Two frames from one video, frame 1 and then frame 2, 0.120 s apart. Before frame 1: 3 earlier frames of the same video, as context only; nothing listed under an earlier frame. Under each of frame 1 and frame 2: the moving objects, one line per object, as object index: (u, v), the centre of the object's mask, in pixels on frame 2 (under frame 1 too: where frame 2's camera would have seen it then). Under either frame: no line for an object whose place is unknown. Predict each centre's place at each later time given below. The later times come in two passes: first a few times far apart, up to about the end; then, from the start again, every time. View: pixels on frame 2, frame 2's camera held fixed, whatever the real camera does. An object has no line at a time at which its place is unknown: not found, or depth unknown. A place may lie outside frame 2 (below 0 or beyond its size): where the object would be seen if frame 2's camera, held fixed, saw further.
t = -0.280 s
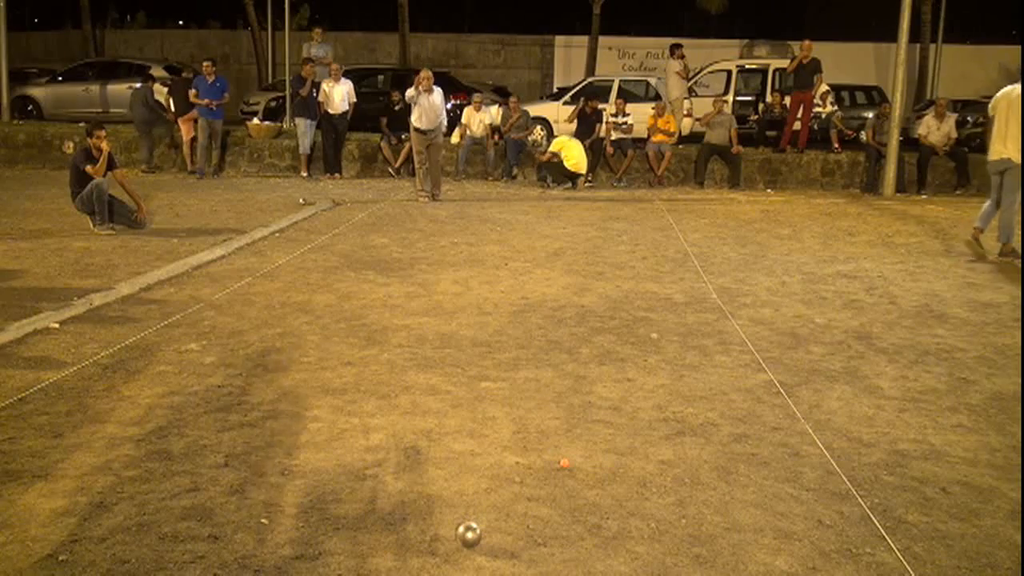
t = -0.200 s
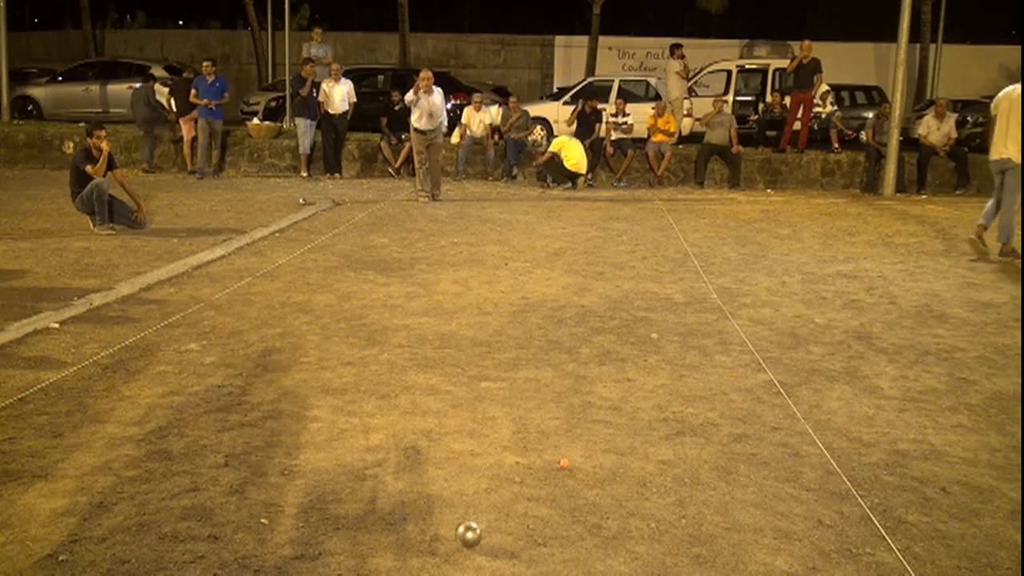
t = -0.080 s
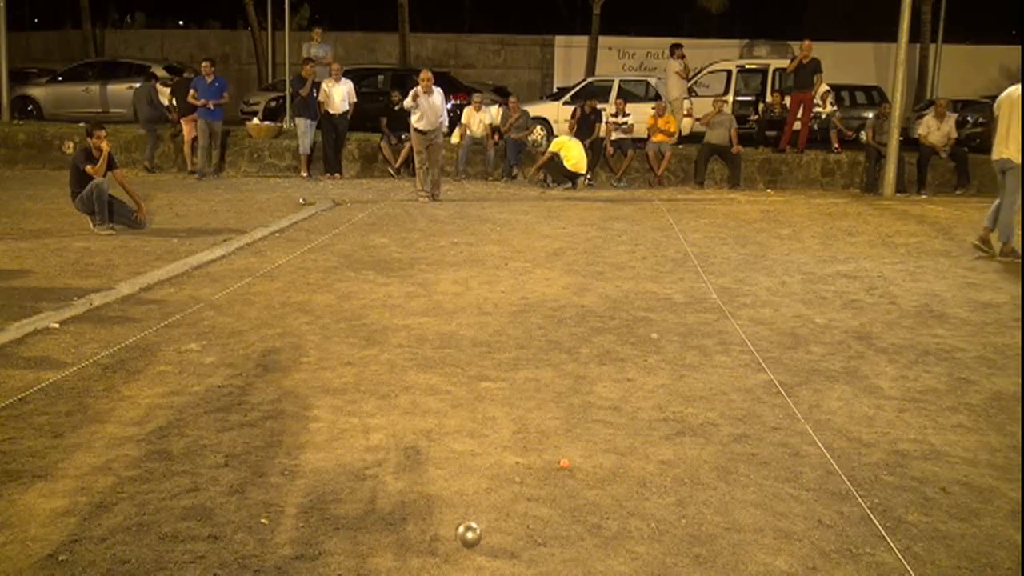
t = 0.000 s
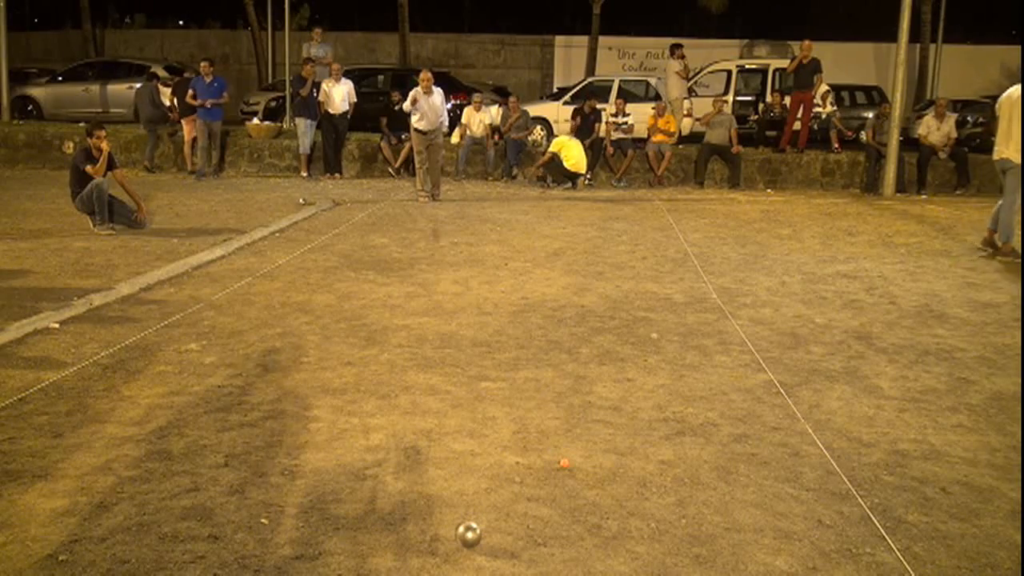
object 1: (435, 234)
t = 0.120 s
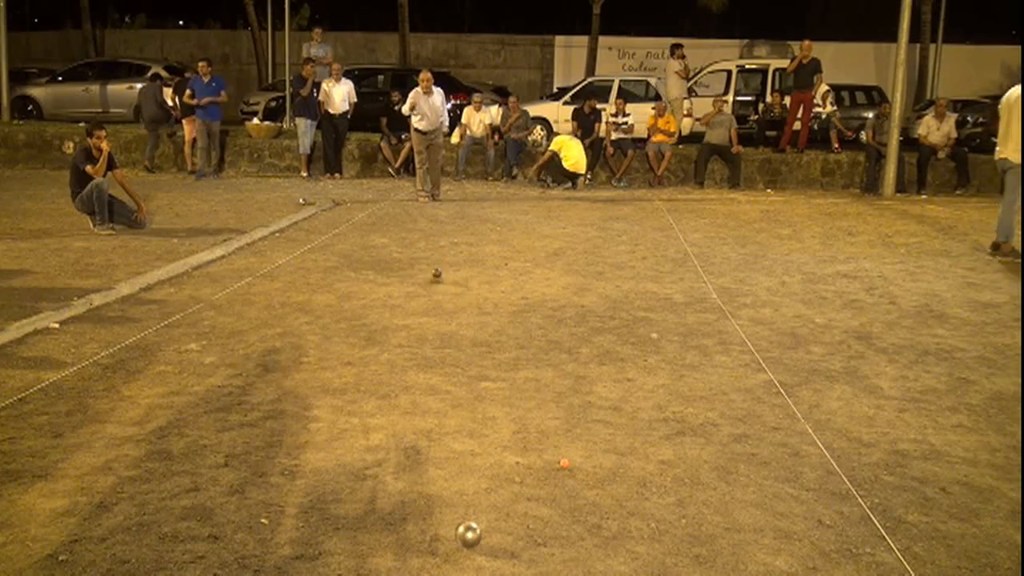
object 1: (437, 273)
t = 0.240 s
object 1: (438, 283)
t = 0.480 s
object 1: (438, 298)
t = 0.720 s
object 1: (435, 308)
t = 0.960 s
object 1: (428, 322)
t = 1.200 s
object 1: (420, 335)
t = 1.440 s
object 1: (414, 344)
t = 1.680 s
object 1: (412, 355)
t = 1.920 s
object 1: (409, 361)
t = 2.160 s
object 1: (403, 367)
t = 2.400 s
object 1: (399, 370)
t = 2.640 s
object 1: (395, 374)
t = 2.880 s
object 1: (394, 377)
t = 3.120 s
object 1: (394, 378)
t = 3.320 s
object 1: (394, 379)
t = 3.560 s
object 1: (394, 379)
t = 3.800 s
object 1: (394, 379)
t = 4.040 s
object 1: (394, 379)
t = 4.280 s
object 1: (394, 379)
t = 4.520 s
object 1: (394, 379)
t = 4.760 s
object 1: (394, 379)
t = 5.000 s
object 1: (394, 379)
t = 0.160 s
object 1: (437, 273)
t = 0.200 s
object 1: (437, 277)
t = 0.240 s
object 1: (438, 283)
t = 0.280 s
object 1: (438, 288)
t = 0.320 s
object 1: (438, 288)
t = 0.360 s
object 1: (438, 291)
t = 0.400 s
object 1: (438, 293)
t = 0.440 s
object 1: (438, 296)
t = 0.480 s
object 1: (438, 298)
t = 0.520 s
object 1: (438, 300)
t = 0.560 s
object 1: (438, 302)
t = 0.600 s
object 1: (437, 304)
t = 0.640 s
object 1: (437, 305)
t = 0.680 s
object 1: (436, 308)
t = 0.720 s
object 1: (435, 308)
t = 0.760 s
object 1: (433, 310)
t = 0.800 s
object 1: (432, 314)
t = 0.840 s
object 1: (431, 316)
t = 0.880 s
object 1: (430, 319)
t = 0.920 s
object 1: (429, 320)
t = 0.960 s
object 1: (428, 322)
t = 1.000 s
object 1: (427, 324)
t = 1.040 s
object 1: (426, 326)
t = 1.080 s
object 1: (425, 329)
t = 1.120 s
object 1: (423, 330)
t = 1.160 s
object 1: (422, 332)
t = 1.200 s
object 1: (420, 335)
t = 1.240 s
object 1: (419, 335)
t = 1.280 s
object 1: (418, 337)
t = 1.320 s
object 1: (417, 340)
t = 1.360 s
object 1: (415, 342)
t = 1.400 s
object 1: (414, 344)
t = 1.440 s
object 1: (414, 344)
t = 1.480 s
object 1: (414, 344)
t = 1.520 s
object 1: (413, 347)
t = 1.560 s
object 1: (413, 350)
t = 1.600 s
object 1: (413, 352)
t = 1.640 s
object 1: (412, 354)
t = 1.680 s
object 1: (412, 355)
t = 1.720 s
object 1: (411, 357)
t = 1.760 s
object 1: (411, 358)
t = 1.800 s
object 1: (411, 358)
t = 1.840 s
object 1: (410, 359)
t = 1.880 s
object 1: (409, 359)
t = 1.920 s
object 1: (409, 361)
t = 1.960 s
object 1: (408, 362)
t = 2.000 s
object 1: (407, 364)
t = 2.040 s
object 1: (406, 365)
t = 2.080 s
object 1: (405, 366)
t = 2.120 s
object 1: (404, 367)
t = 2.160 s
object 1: (403, 367)
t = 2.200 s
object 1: (402, 368)
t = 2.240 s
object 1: (401, 368)
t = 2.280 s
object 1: (400, 369)
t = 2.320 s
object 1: (400, 369)
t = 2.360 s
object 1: (400, 370)
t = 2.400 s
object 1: (399, 370)
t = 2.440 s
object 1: (398, 371)
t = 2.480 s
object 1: (397, 372)
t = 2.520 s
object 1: (396, 373)
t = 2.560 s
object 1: (396, 373)
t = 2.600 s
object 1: (395, 374)
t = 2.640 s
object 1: (395, 374)
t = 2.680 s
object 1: (394, 375)
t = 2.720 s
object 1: (394, 375)
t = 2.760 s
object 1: (394, 375)
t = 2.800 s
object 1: (394, 376)
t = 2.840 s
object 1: (394, 376)
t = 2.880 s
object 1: (394, 377)
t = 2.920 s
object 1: (394, 377)
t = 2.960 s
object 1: (394, 377)
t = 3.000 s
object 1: (394, 378)
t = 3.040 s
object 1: (394, 378)
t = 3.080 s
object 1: (394, 378)
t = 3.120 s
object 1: (394, 378)
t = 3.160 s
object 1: (394, 379)
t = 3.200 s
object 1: (394, 379)
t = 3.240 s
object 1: (394, 379)
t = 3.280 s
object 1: (394, 379)
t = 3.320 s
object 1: (394, 379)
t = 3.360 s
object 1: (394, 379)
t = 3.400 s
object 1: (394, 379)
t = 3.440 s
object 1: (394, 379)
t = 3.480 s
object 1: (394, 379)
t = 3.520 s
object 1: (394, 379)
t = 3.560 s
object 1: (394, 379)
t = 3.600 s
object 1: (394, 379)
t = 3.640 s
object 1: (394, 379)
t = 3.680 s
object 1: (394, 379)
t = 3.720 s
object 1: (394, 379)
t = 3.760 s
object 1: (394, 379)
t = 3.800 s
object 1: (394, 379)
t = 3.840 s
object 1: (394, 379)
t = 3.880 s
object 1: (394, 379)
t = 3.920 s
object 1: (394, 379)
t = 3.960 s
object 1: (394, 379)
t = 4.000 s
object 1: (394, 379)
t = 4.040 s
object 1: (394, 379)
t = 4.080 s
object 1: (394, 379)
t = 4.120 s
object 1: (394, 379)
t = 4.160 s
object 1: (394, 379)
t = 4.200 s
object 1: (394, 379)
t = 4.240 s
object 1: (394, 379)
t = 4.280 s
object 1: (394, 379)
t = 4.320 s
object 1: (394, 379)
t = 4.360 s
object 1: (394, 379)
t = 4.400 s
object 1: (394, 379)
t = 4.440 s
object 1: (394, 379)
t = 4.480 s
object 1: (394, 379)
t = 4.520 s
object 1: (394, 379)
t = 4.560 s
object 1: (394, 379)
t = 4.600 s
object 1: (394, 379)
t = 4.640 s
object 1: (394, 379)
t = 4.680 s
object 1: (394, 379)
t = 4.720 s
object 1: (394, 379)
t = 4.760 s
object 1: (394, 379)
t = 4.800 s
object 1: (394, 379)
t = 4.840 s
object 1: (394, 379)
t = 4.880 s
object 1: (394, 379)
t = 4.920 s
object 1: (394, 379)
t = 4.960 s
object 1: (394, 379)
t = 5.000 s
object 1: (394, 379)
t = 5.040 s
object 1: (394, 379)
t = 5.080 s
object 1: (394, 379)
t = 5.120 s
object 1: (394, 379)
